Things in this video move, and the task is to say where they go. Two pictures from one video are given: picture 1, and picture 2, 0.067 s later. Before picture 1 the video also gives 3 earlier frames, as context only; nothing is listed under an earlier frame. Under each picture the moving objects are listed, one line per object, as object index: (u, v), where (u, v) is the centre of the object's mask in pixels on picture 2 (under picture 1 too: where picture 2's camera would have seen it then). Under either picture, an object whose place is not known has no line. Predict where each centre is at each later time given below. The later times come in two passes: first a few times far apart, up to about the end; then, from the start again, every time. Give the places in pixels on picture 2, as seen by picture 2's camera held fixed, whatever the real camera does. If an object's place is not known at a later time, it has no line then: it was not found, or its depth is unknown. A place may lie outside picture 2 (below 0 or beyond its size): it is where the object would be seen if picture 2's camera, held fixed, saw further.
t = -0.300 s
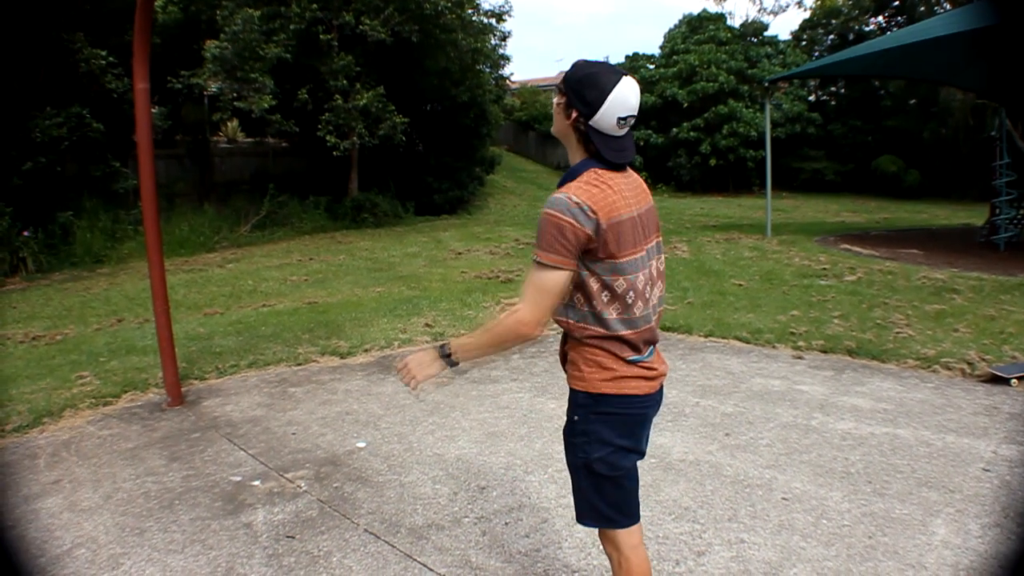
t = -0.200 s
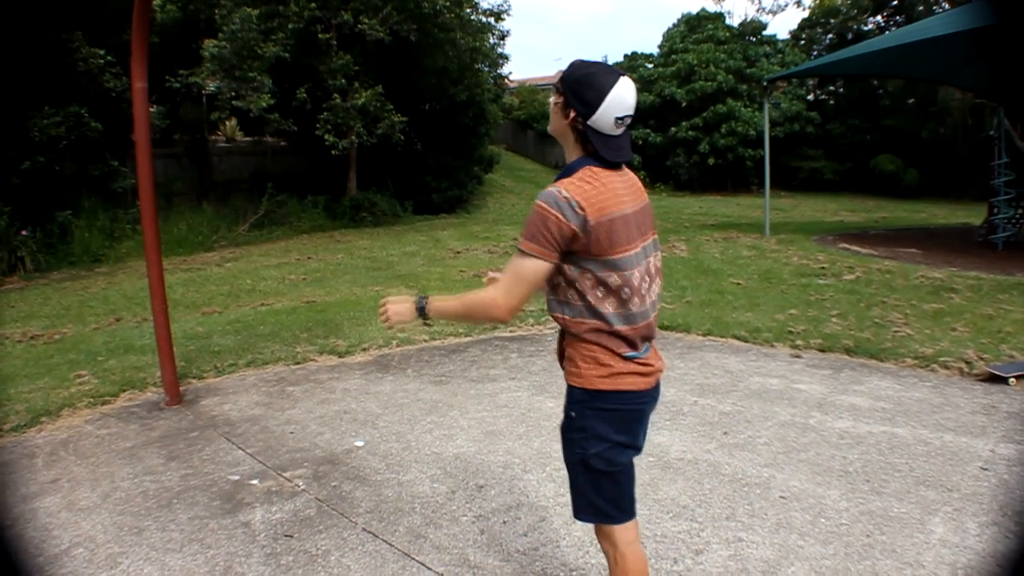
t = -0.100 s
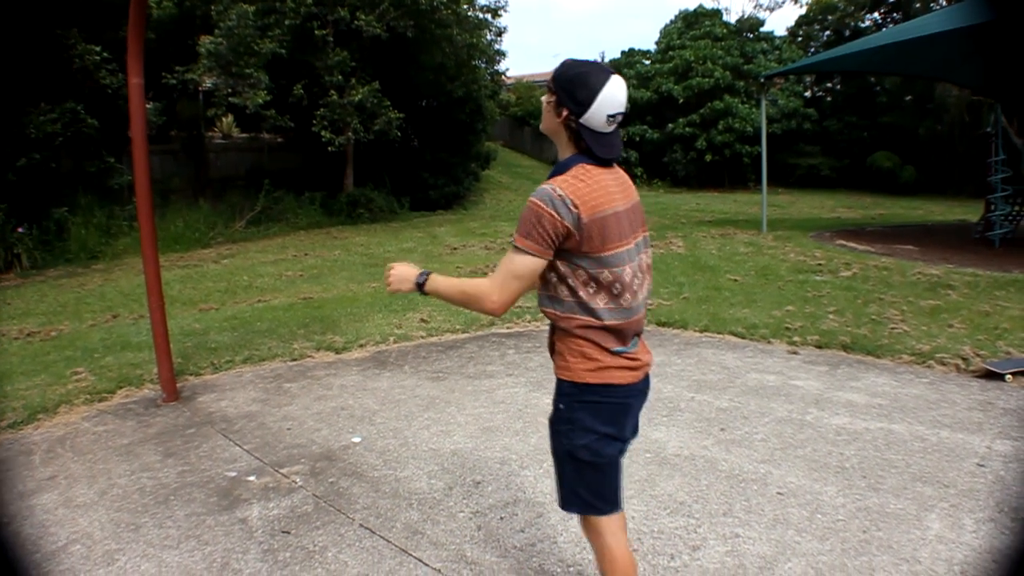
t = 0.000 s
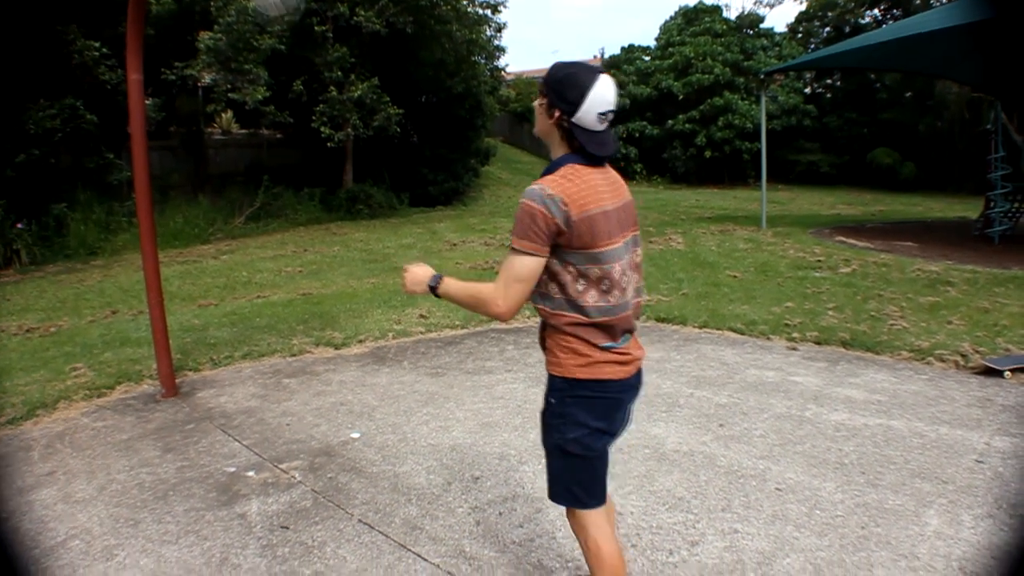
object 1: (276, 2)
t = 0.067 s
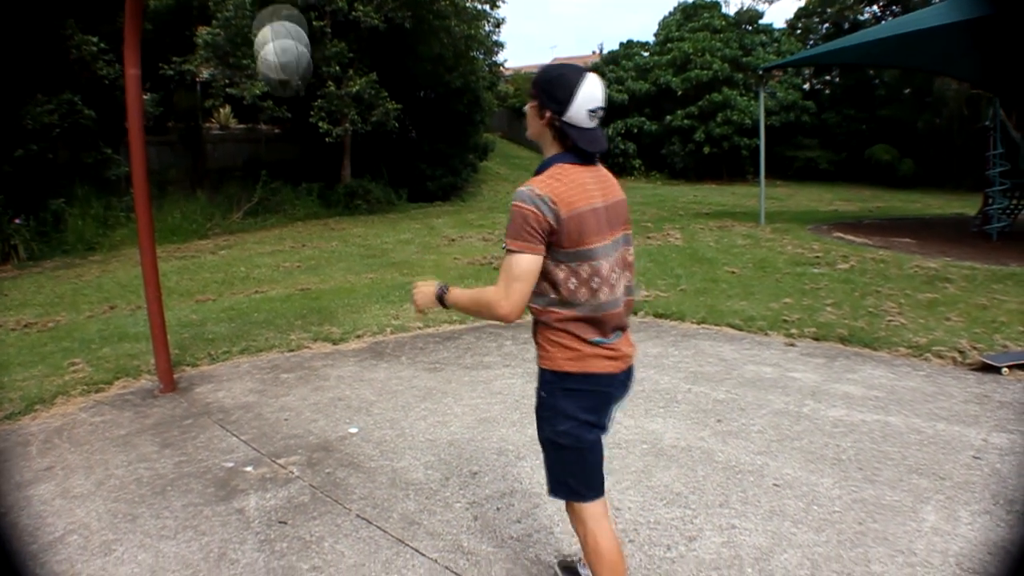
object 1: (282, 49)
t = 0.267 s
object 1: (320, 307)
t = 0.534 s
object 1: (356, 276)
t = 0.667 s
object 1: (368, 149)
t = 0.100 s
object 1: (287, 88)
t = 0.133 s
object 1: (293, 130)
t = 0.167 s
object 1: (299, 173)
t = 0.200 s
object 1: (305, 216)
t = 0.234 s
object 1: (313, 266)
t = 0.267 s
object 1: (320, 307)
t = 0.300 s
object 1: (330, 367)
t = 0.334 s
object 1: (338, 416)
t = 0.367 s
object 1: (347, 456)
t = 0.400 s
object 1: (350, 439)
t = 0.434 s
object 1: (351, 395)
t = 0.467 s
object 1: (352, 355)
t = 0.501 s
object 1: (354, 307)
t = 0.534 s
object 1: (356, 276)
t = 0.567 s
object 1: (359, 239)
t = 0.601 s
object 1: (361, 206)
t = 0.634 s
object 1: (365, 175)
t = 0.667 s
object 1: (368, 149)
